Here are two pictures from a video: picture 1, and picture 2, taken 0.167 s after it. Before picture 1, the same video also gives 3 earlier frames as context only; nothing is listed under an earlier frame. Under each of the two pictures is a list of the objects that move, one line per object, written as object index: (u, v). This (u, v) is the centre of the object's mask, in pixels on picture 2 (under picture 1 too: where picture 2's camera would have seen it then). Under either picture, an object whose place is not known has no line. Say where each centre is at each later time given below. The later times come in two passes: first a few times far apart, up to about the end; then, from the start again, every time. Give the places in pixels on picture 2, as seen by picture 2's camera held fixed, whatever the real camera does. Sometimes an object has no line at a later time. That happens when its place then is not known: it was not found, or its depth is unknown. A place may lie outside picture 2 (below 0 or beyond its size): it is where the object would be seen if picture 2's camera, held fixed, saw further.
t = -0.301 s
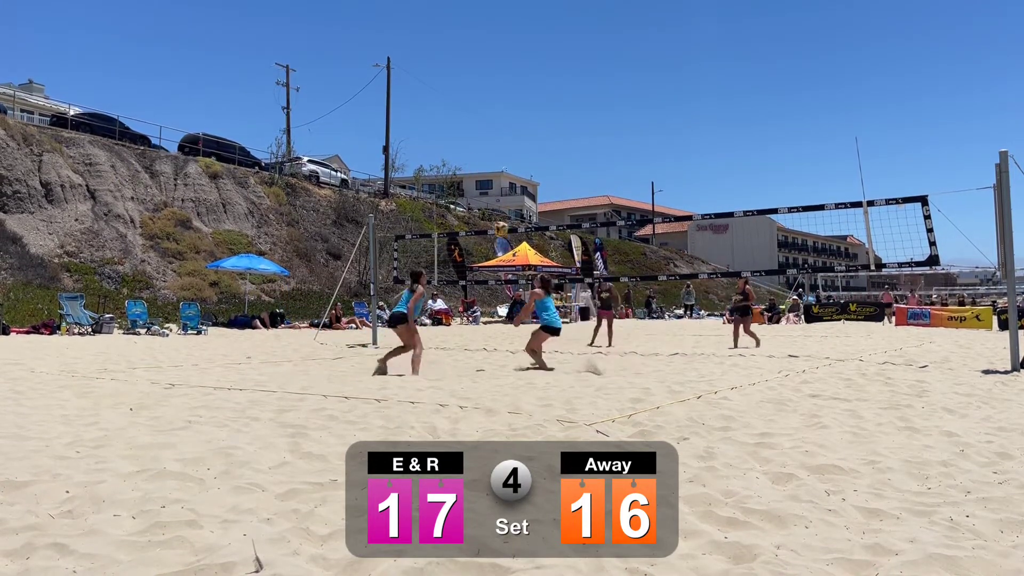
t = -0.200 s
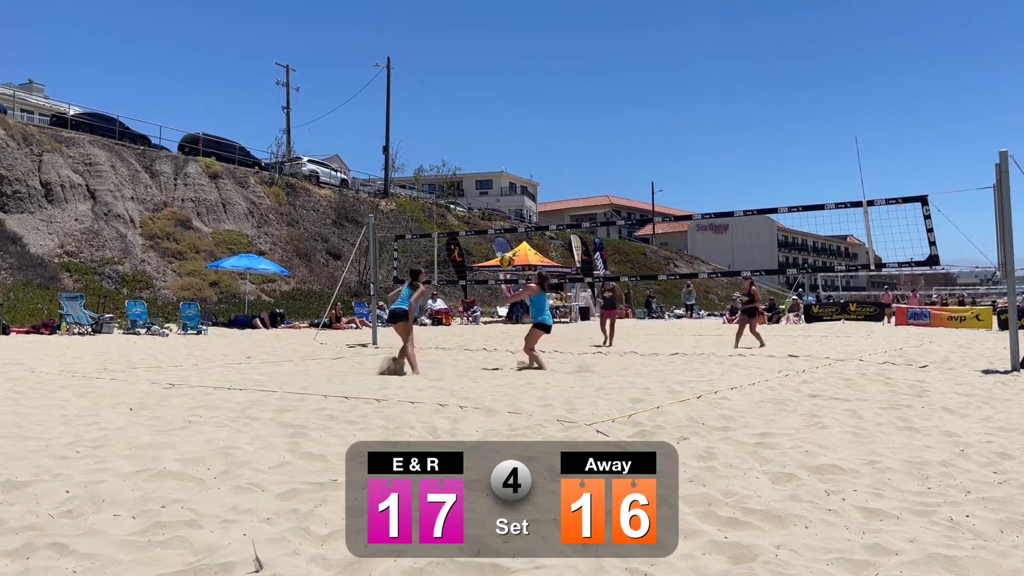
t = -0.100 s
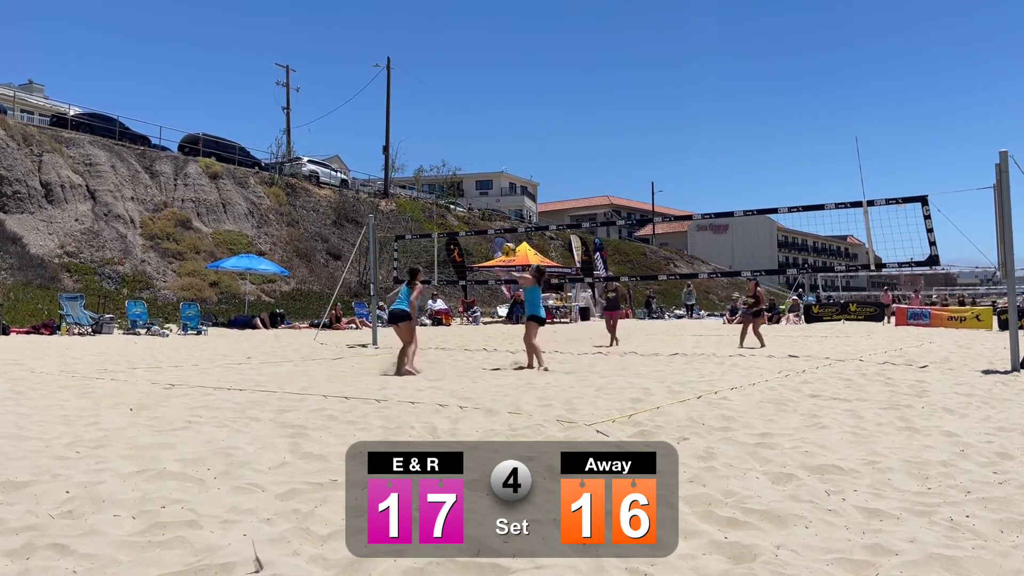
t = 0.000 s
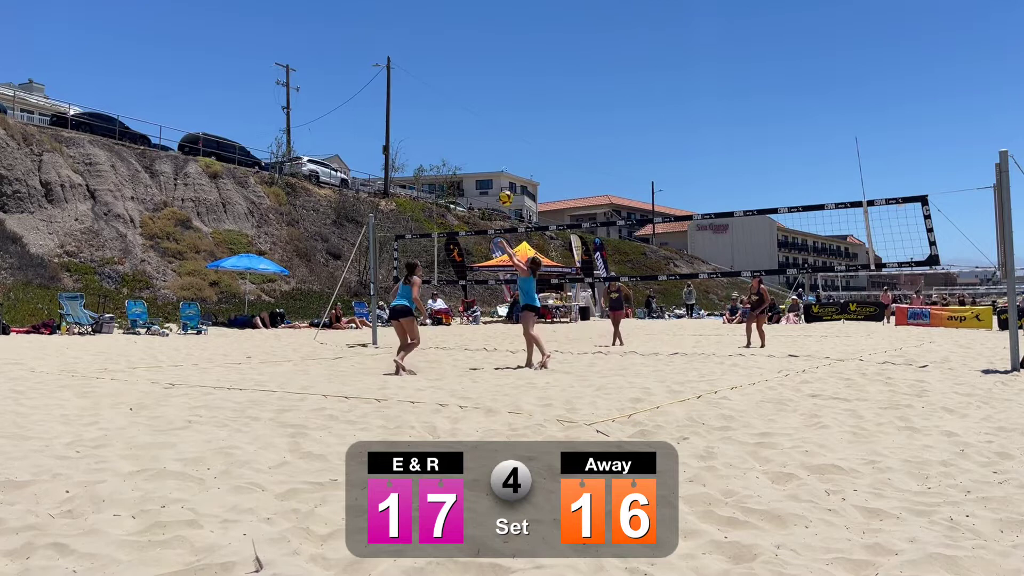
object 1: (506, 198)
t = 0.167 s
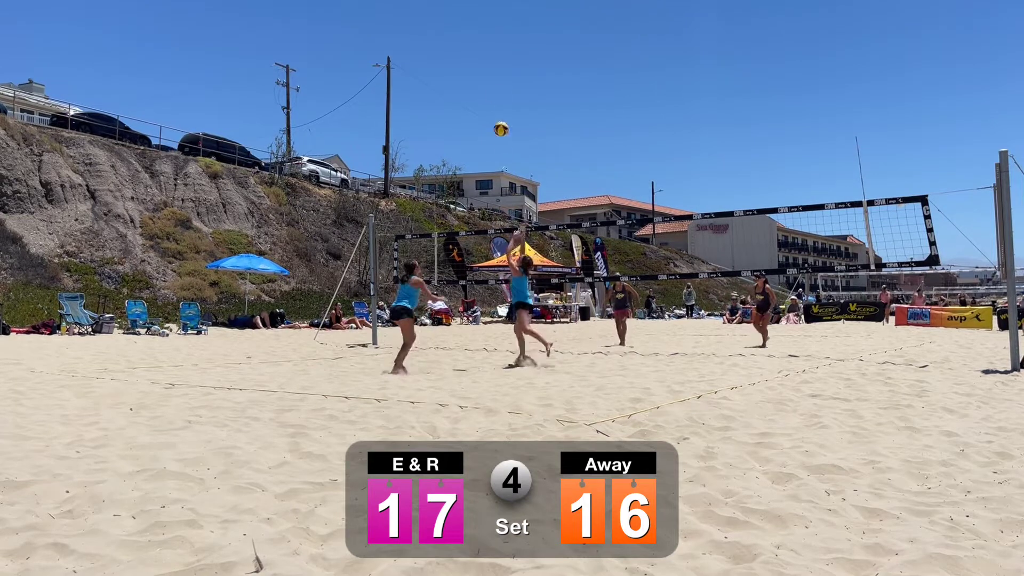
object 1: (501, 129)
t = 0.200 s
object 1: (500, 117)
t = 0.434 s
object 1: (493, 60)
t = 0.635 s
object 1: (487, 41)
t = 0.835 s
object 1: (482, 49)
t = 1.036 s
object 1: (475, 80)
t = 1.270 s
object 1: (467, 146)
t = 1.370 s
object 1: (464, 183)
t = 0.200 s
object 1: (500, 117)
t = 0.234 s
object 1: (498, 107)
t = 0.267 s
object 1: (497, 97)
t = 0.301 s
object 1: (497, 88)
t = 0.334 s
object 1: (496, 80)
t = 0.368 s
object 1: (495, 73)
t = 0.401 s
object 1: (494, 66)
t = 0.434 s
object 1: (493, 60)
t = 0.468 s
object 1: (492, 55)
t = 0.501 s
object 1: (491, 51)
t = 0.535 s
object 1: (490, 48)
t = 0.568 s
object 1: (489, 45)
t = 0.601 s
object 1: (489, 43)
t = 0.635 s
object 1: (487, 41)
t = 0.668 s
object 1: (487, 41)
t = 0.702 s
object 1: (486, 41)
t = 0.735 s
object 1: (485, 42)
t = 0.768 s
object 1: (484, 43)
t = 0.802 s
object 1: (482, 46)
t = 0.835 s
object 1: (482, 49)
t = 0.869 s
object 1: (480, 52)
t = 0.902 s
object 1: (479, 56)
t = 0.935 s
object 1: (478, 61)
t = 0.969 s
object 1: (477, 67)
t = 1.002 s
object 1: (476, 73)
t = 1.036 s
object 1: (475, 80)
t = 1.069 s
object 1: (474, 87)
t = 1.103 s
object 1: (473, 95)
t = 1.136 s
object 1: (471, 104)
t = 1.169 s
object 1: (470, 113)
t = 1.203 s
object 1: (469, 124)
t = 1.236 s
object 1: (468, 135)
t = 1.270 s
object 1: (467, 146)
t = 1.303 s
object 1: (466, 158)
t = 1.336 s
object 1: (465, 170)
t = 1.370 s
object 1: (464, 183)
